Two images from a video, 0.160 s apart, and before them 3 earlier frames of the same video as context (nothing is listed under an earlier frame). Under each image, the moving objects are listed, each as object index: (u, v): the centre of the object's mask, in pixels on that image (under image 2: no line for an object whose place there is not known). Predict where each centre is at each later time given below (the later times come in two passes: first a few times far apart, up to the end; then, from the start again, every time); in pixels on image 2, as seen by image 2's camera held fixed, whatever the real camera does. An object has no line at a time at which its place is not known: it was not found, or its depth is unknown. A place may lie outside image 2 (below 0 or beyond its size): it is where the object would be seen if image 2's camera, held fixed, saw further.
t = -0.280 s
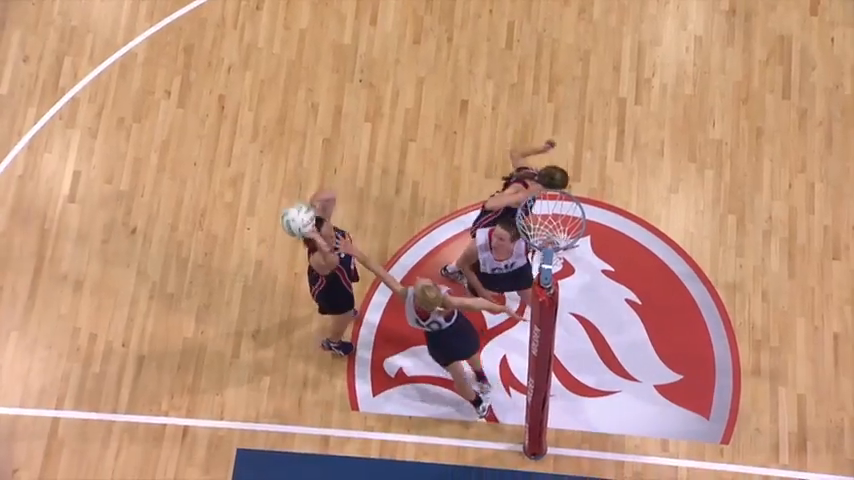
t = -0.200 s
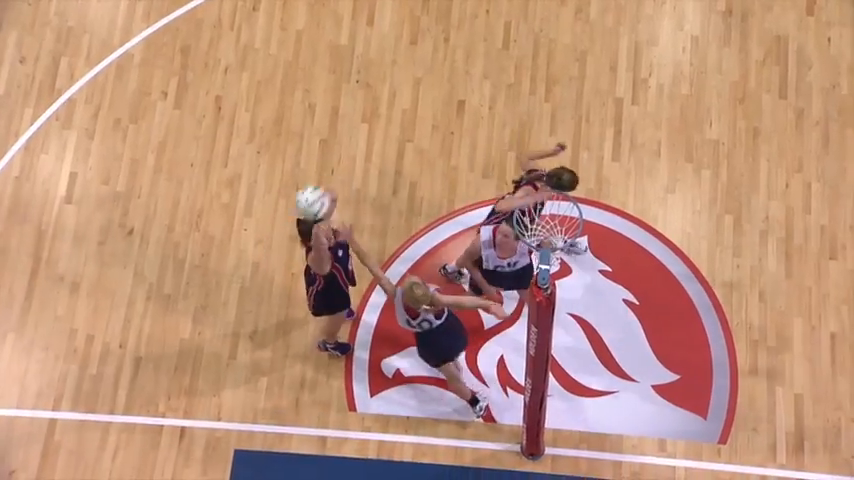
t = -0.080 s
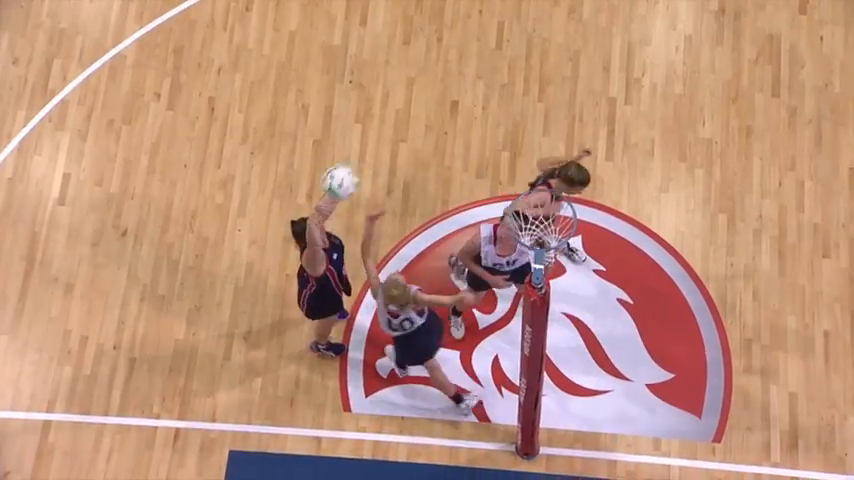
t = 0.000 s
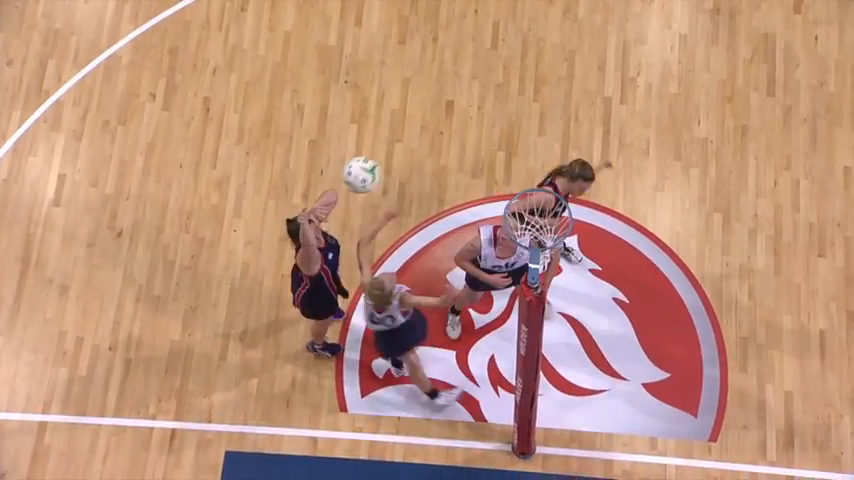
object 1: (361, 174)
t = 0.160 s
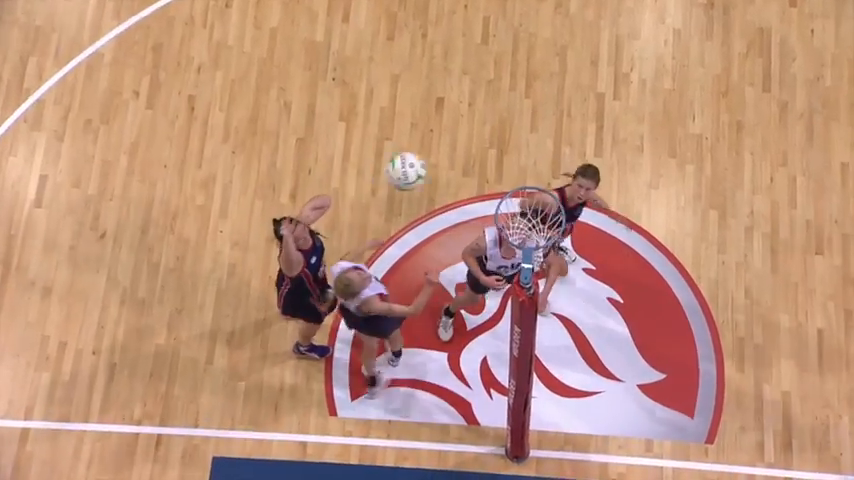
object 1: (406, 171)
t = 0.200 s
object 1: (421, 173)
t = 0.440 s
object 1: (508, 216)
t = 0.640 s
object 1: (552, 244)
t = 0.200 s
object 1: (421, 173)
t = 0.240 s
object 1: (436, 177)
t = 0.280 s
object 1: (450, 182)
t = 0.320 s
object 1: (464, 188)
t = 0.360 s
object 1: (478, 196)
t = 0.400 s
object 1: (493, 205)
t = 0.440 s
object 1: (508, 216)
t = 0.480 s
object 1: (522, 227)
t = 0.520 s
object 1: (533, 233)
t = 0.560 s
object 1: (543, 240)
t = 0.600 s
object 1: (548, 243)
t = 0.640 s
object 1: (552, 244)
